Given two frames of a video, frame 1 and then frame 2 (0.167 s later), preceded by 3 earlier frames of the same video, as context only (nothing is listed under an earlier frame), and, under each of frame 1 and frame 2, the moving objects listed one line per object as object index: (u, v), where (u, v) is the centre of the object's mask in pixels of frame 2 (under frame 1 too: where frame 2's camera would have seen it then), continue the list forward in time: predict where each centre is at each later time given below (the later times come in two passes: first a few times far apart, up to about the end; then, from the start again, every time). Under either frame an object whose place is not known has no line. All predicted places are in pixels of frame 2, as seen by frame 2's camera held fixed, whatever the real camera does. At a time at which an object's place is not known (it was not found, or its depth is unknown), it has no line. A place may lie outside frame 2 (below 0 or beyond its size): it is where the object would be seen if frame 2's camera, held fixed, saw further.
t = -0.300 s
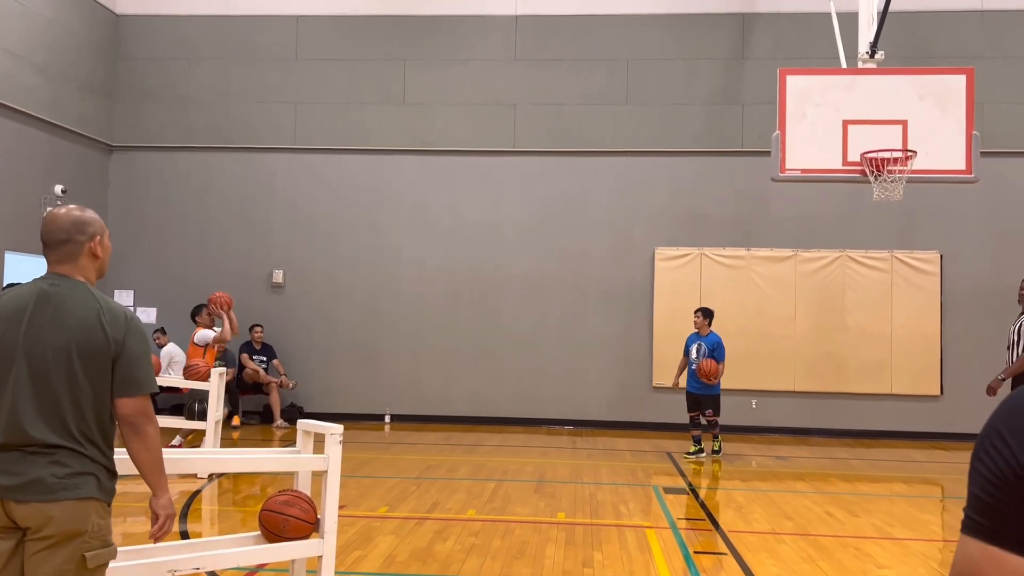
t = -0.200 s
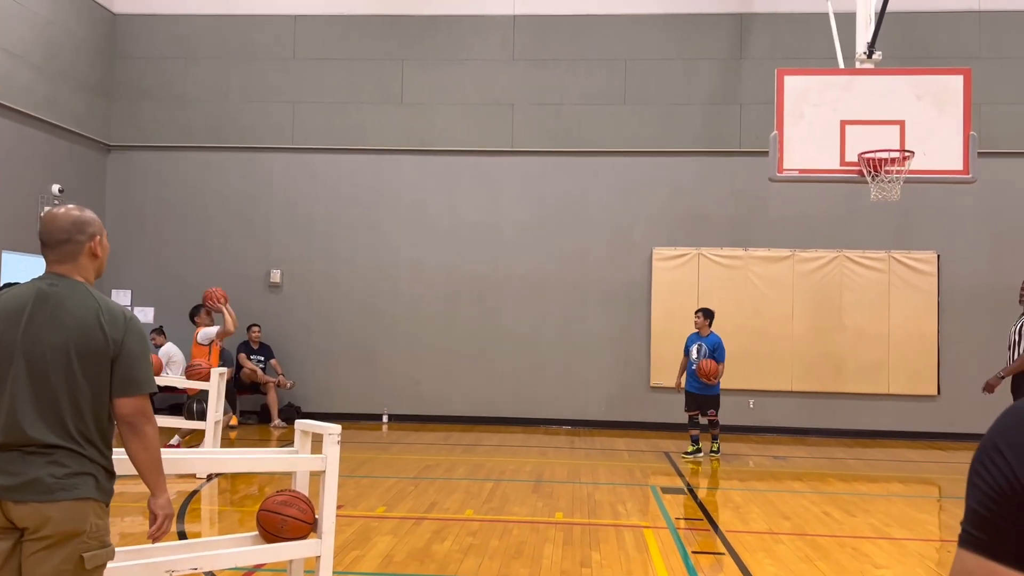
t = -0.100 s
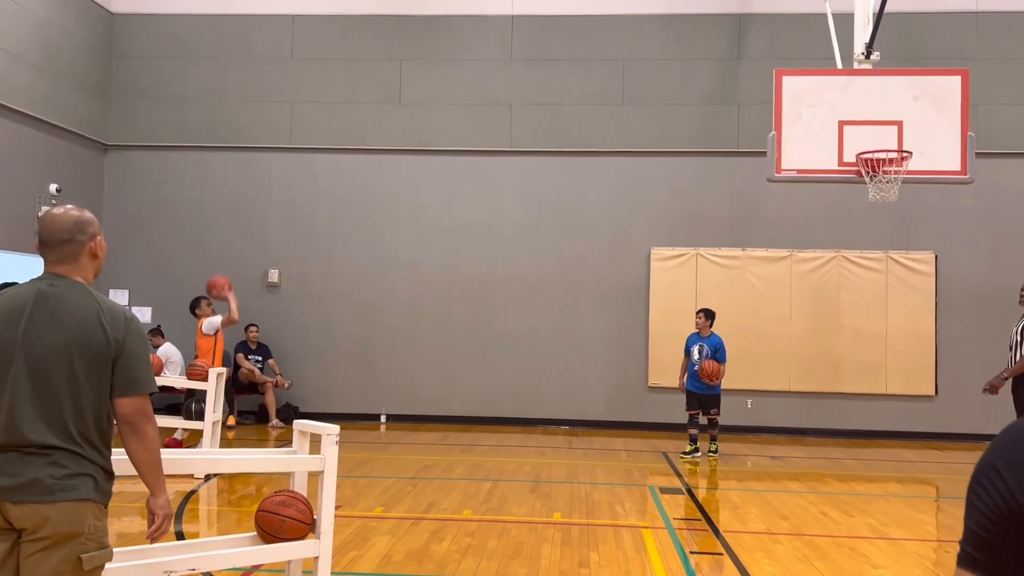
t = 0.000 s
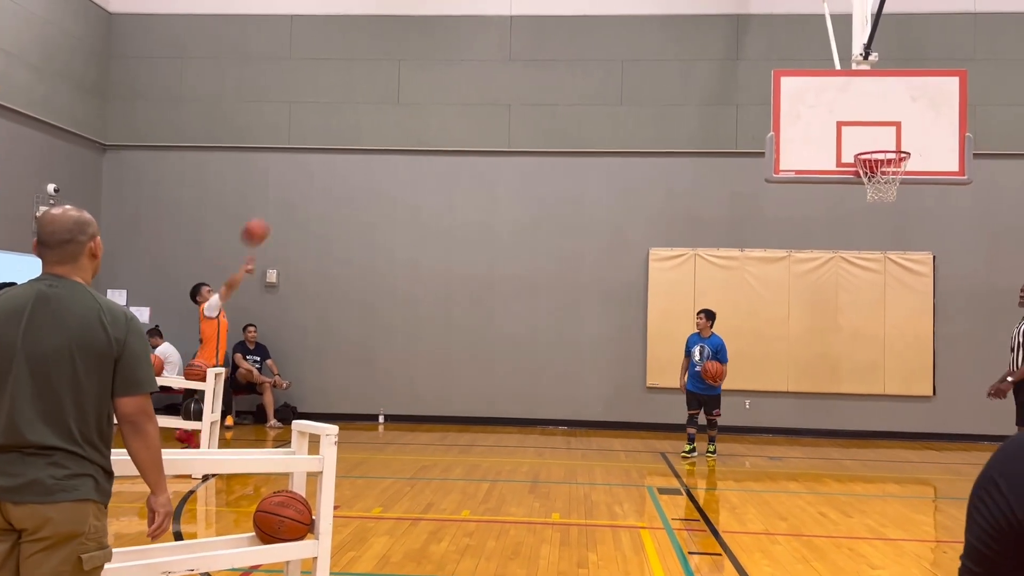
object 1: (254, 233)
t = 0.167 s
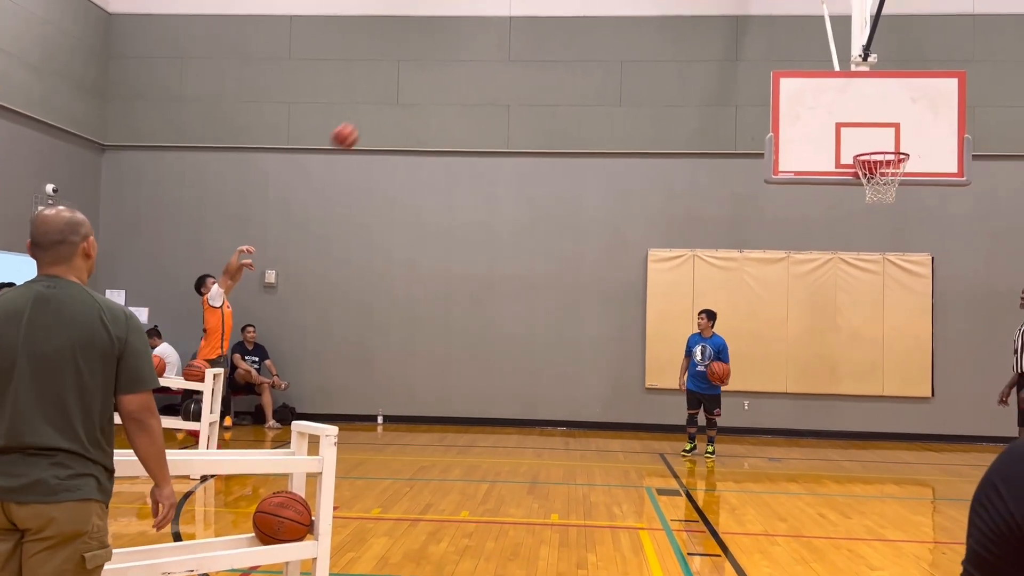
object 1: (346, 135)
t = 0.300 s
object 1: (416, 81)
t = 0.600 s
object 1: (574, 22)
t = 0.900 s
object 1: (730, 50)
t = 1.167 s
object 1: (863, 140)
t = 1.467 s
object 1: (908, 38)
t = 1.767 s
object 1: (956, 29)
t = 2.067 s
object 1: (999, 125)
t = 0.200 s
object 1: (362, 121)
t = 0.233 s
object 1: (380, 107)
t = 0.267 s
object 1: (398, 94)
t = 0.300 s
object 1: (416, 81)
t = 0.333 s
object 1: (434, 70)
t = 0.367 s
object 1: (452, 60)
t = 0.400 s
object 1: (469, 52)
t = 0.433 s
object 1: (487, 43)
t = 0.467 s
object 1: (504, 37)
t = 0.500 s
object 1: (522, 31)
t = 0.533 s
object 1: (539, 27)
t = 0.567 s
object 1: (557, 24)
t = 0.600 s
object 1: (574, 22)
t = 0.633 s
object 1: (591, 20)
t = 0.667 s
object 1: (608, 20)
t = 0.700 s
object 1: (626, 20)
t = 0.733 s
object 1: (643, 23)
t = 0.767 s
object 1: (660, 26)
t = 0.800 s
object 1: (678, 30)
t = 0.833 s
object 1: (696, 35)
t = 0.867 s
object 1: (713, 42)
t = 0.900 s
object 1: (730, 50)
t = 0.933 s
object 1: (747, 58)
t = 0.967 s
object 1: (764, 68)
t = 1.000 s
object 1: (781, 78)
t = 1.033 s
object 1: (799, 92)
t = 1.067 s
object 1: (817, 105)
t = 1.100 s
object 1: (834, 120)
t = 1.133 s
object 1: (852, 136)
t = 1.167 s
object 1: (863, 140)
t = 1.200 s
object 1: (868, 125)
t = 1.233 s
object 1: (873, 109)
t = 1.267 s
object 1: (878, 96)
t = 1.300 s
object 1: (883, 84)
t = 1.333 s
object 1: (889, 71)
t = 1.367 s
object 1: (893, 61)
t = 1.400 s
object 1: (899, 52)
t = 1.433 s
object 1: (904, 45)
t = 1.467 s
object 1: (908, 38)
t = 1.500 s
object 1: (914, 32)
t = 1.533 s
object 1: (919, 27)
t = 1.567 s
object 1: (924, 24)
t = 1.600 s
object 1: (929, 21)
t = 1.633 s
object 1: (934, 20)
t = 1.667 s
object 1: (940, 20)
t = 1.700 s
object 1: (946, 22)
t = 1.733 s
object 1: (951, 25)
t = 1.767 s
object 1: (956, 29)
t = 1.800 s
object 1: (962, 34)
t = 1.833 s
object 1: (967, 41)
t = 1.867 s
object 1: (973, 49)
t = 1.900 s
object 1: (978, 58)
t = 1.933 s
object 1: (984, 68)
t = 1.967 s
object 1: (989, 80)
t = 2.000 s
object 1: (995, 94)
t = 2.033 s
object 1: (996, 108)
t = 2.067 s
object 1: (999, 125)
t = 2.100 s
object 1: (1001, 143)
